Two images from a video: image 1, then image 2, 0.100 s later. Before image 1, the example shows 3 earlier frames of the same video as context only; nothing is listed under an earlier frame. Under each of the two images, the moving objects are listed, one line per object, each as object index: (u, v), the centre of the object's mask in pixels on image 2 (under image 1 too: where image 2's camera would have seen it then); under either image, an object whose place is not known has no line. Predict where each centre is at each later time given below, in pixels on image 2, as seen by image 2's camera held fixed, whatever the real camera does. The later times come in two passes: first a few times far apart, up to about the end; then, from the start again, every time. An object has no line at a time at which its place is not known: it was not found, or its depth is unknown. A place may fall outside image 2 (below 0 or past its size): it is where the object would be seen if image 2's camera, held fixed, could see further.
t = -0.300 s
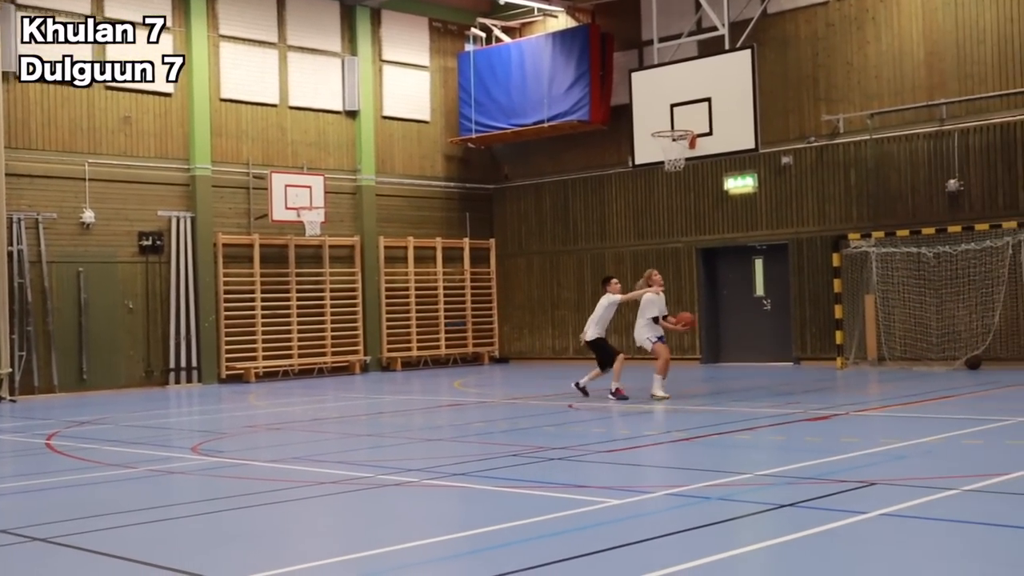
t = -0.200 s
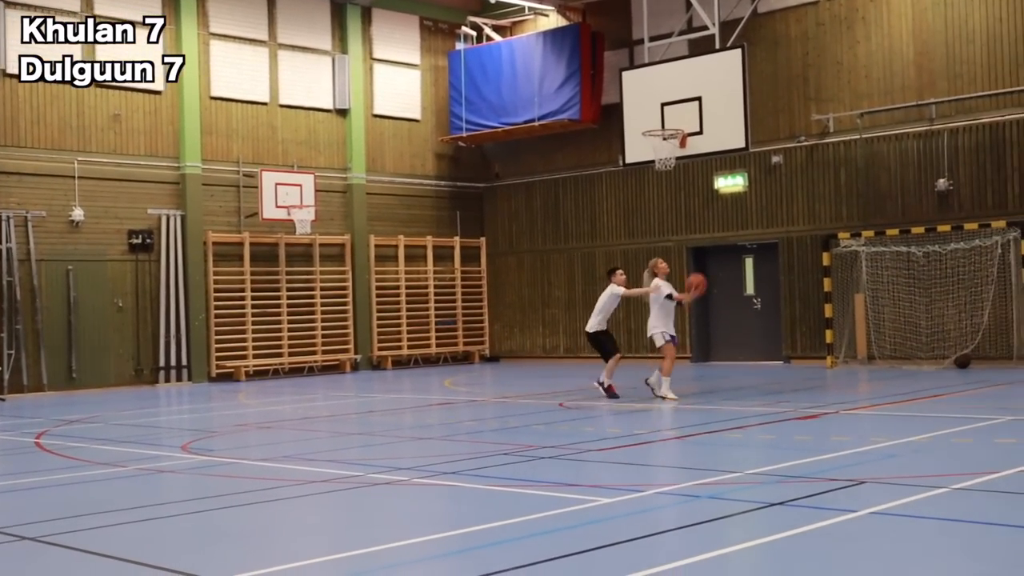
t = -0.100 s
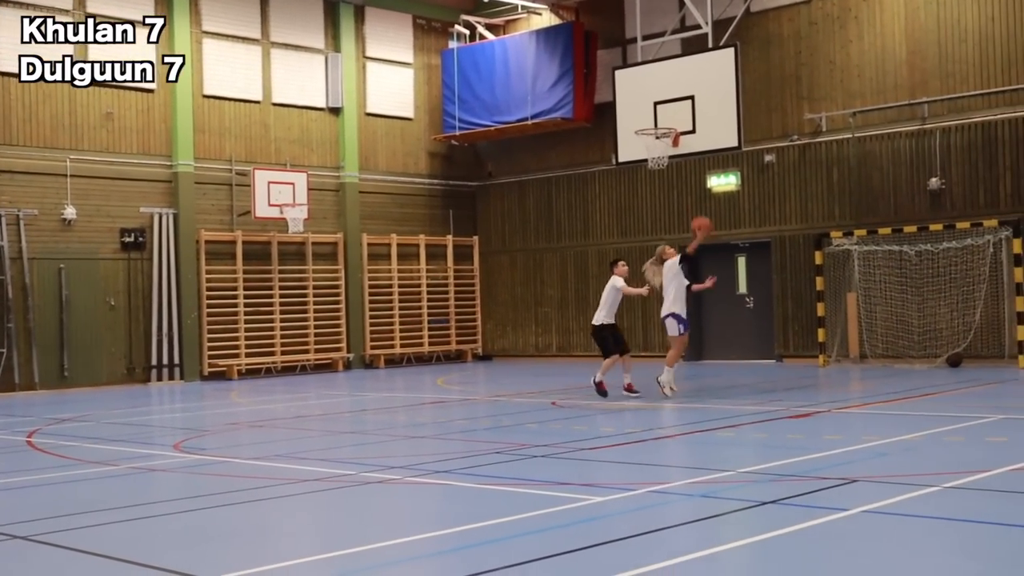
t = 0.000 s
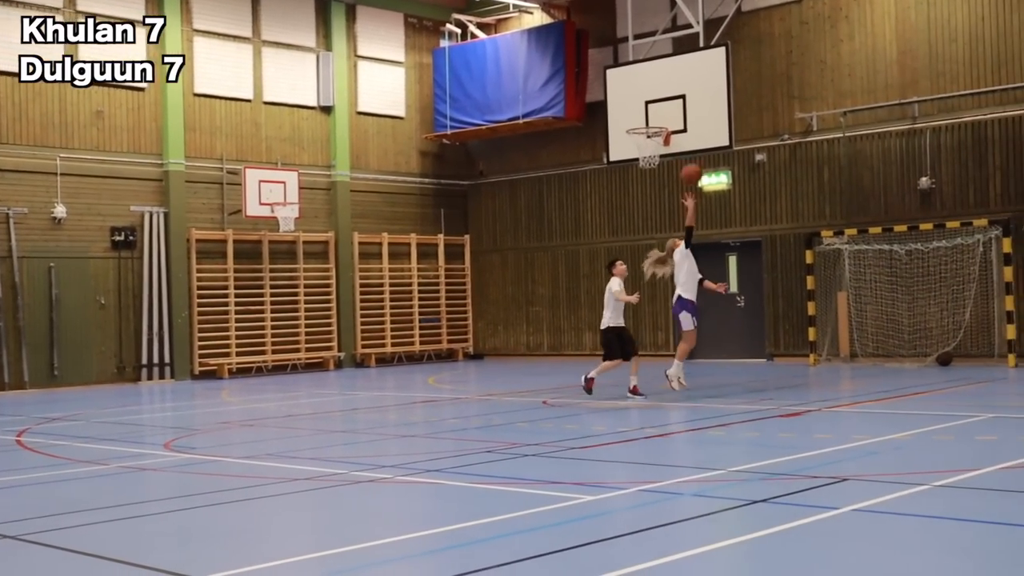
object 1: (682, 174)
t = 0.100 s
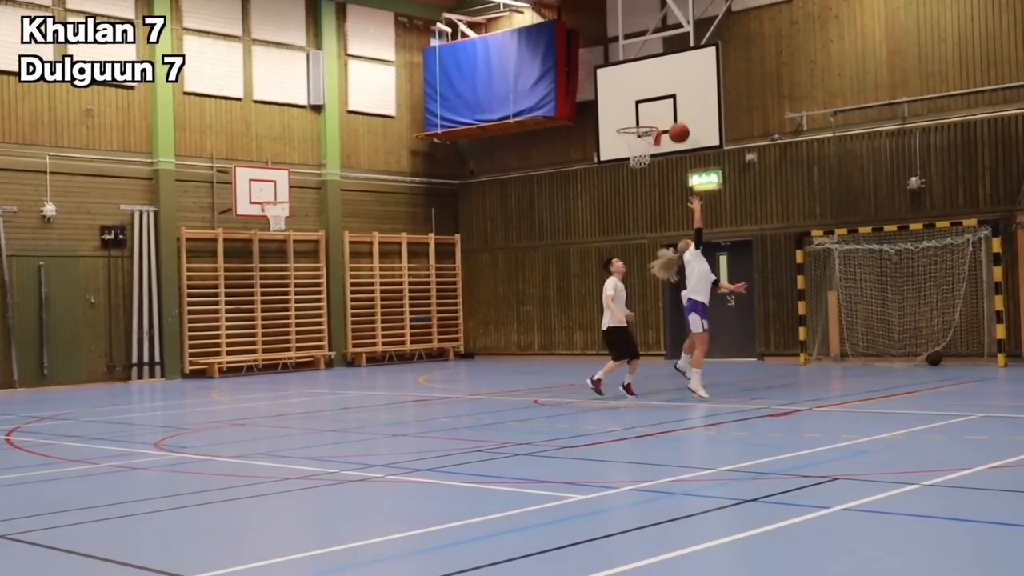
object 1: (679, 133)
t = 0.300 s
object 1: (673, 77)
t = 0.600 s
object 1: (659, 71)
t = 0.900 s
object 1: (634, 136)
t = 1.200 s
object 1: (634, 149)
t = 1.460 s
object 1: (654, 200)
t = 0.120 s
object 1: (678, 125)
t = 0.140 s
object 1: (678, 119)
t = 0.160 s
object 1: (677, 112)
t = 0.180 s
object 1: (676, 106)
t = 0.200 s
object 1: (676, 100)
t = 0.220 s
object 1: (675, 95)
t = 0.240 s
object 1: (674, 90)
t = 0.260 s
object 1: (674, 86)
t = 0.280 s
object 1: (673, 81)
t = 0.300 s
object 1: (673, 77)
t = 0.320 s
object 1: (672, 74)
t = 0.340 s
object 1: (672, 70)
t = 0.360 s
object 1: (671, 67)
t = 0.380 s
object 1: (671, 65)
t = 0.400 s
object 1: (671, 63)
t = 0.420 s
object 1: (670, 60)
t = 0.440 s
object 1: (670, 59)
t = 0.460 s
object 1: (669, 59)
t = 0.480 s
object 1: (667, 59)
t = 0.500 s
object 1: (666, 60)
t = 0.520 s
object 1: (664, 61)
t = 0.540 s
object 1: (663, 63)
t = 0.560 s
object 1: (661, 65)
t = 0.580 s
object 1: (660, 68)
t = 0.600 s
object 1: (659, 71)
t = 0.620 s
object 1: (657, 74)
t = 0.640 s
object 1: (656, 77)
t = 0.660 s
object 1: (655, 81)
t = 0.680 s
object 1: (653, 85)
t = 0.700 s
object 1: (652, 89)
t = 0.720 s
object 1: (651, 94)
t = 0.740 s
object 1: (649, 99)
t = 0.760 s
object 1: (648, 104)
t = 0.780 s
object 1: (647, 110)
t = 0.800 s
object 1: (646, 117)
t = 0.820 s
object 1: (645, 121)
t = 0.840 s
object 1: (643, 123)
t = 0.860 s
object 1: (640, 129)
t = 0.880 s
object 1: (637, 132)
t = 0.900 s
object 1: (634, 136)
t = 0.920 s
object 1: (632, 139)
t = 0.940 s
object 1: (630, 142)
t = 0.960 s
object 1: (627, 144)
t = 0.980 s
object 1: (626, 144)
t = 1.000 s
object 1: (626, 143)
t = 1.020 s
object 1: (626, 142)
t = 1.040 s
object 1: (626, 141)
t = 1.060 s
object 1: (626, 141)
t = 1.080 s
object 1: (626, 142)
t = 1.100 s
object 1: (627, 143)
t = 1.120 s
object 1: (628, 143)
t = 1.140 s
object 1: (629, 144)
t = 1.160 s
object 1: (631, 145)
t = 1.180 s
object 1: (632, 147)
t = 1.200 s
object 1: (634, 149)
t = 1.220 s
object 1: (635, 150)
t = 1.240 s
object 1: (637, 154)
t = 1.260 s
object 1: (639, 156)
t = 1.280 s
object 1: (640, 159)
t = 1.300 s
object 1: (642, 162)
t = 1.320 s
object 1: (643, 165)
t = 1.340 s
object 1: (644, 168)
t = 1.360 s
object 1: (646, 173)
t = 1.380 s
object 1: (648, 178)
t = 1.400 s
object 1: (649, 183)
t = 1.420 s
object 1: (651, 188)
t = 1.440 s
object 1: (653, 193)
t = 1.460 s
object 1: (654, 200)
